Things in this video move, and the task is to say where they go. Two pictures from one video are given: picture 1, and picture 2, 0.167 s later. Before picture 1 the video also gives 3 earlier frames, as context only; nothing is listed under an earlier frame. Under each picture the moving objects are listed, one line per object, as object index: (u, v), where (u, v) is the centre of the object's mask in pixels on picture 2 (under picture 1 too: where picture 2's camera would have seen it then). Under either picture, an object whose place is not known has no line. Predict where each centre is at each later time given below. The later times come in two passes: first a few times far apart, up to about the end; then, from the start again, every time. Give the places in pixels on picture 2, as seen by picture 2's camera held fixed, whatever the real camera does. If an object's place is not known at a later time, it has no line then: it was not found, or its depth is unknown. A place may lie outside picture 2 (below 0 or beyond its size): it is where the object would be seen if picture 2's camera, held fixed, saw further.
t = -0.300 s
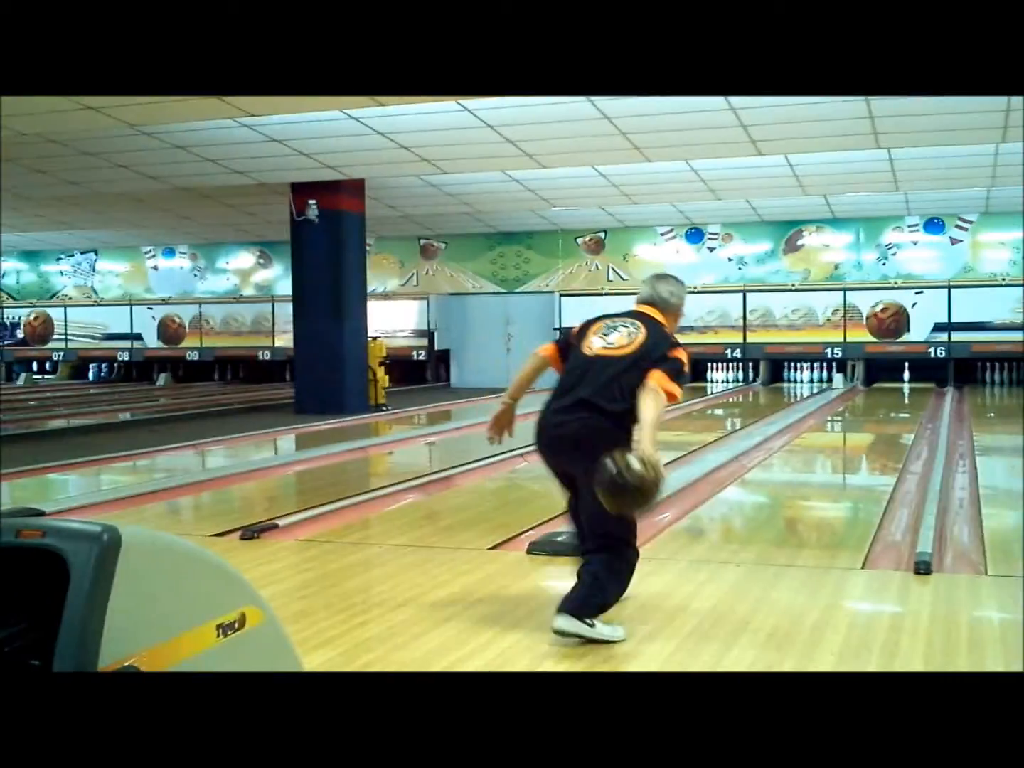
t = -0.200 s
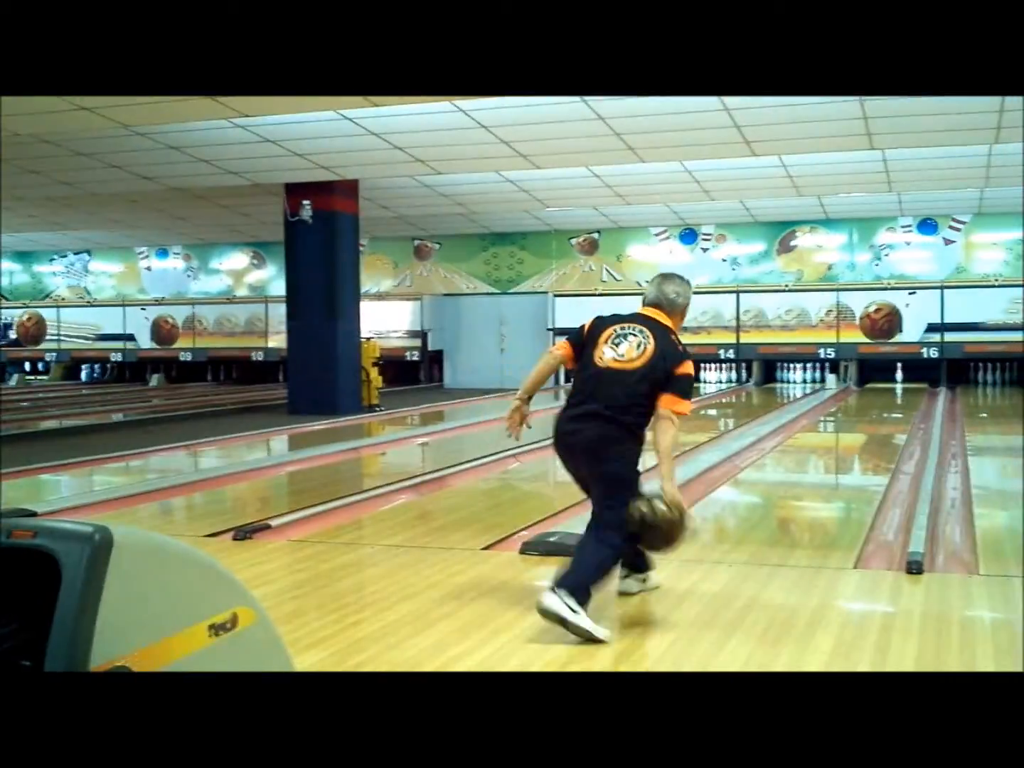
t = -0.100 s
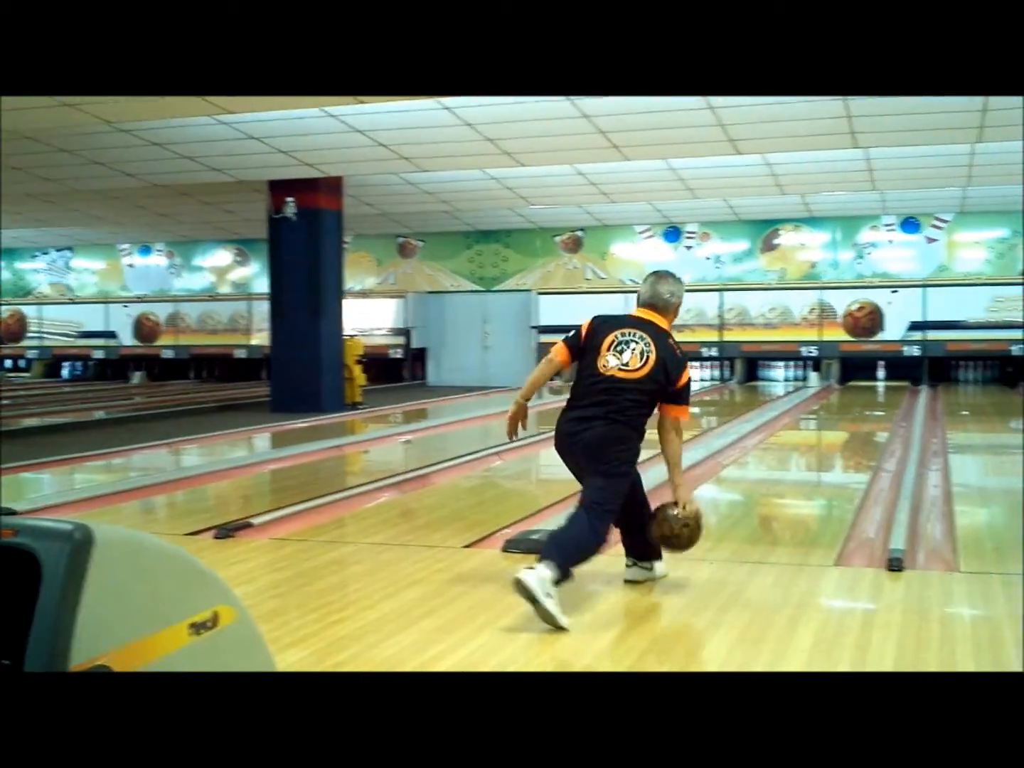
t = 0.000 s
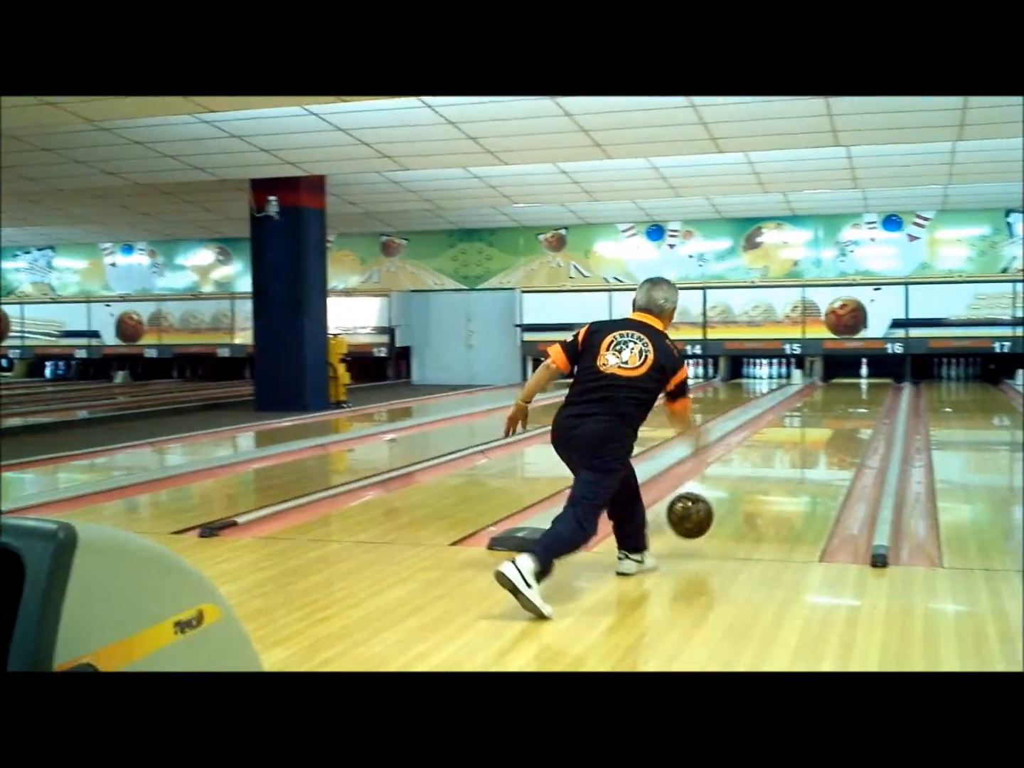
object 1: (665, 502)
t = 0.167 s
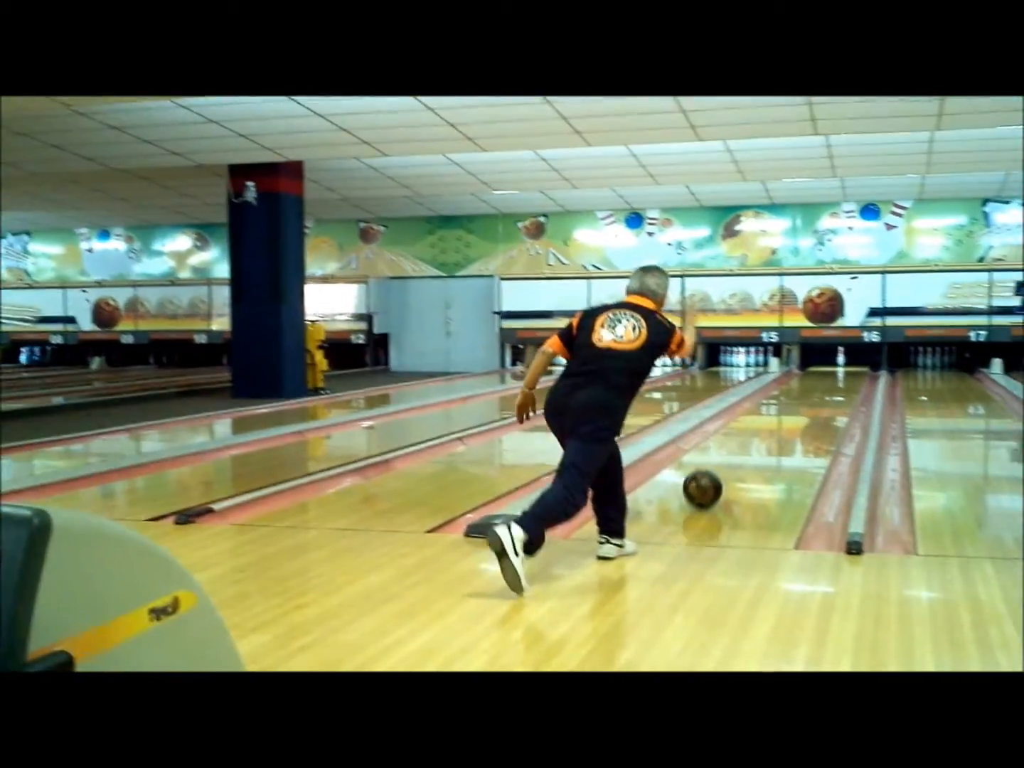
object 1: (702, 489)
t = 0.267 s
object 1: (719, 474)
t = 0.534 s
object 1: (753, 443)
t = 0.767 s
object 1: (775, 425)
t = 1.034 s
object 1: (792, 410)
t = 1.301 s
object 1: (806, 398)
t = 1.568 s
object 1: (816, 388)
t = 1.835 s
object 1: (825, 380)
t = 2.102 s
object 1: (832, 375)
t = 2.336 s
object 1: (836, 370)
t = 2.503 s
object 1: (838, 368)
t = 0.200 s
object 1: (708, 483)
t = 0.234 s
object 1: (714, 478)
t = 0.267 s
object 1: (719, 474)
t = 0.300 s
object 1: (724, 469)
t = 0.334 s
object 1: (729, 465)
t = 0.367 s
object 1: (733, 461)
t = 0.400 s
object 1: (737, 457)
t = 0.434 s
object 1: (742, 453)
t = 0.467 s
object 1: (746, 449)
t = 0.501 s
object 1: (750, 447)
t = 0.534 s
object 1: (753, 443)
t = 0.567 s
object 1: (756, 440)
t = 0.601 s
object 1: (760, 438)
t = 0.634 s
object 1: (763, 435)
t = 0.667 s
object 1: (766, 432)
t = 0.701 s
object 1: (769, 430)
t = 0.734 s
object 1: (772, 428)
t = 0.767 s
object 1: (775, 425)
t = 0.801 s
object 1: (777, 423)
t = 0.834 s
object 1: (779, 421)
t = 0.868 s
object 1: (782, 419)
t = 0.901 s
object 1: (784, 417)
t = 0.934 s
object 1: (787, 415)
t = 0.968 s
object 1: (788, 414)
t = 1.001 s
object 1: (791, 412)
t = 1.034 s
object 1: (792, 410)
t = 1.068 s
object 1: (794, 408)
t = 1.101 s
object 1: (796, 407)
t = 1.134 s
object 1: (798, 405)
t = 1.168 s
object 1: (800, 404)
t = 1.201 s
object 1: (801, 402)
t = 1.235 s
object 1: (803, 400)
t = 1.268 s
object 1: (804, 399)
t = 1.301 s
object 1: (806, 398)
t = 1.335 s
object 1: (807, 396)
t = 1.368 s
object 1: (808, 395)
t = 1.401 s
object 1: (810, 394)
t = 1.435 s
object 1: (811, 393)
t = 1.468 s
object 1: (813, 392)
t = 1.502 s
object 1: (814, 390)
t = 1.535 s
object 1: (815, 390)
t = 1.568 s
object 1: (816, 388)
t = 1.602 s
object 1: (818, 387)
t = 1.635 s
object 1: (819, 386)
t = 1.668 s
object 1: (820, 385)
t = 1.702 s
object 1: (821, 384)
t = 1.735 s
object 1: (822, 383)
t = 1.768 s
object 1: (823, 382)
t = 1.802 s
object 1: (824, 381)
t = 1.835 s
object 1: (825, 380)
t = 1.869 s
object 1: (826, 379)
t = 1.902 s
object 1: (827, 379)
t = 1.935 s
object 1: (828, 379)
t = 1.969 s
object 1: (829, 378)
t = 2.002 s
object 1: (830, 377)
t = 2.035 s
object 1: (830, 376)
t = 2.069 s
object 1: (831, 375)
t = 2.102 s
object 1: (832, 375)
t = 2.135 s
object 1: (832, 374)
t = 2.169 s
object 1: (833, 373)
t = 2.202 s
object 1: (834, 372)
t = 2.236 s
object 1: (834, 372)
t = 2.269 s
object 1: (835, 371)
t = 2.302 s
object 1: (835, 371)
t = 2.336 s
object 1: (836, 370)
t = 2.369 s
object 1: (837, 369)
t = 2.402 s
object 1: (837, 369)
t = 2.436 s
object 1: (837, 369)
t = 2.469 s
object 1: (837, 369)
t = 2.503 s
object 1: (838, 368)
